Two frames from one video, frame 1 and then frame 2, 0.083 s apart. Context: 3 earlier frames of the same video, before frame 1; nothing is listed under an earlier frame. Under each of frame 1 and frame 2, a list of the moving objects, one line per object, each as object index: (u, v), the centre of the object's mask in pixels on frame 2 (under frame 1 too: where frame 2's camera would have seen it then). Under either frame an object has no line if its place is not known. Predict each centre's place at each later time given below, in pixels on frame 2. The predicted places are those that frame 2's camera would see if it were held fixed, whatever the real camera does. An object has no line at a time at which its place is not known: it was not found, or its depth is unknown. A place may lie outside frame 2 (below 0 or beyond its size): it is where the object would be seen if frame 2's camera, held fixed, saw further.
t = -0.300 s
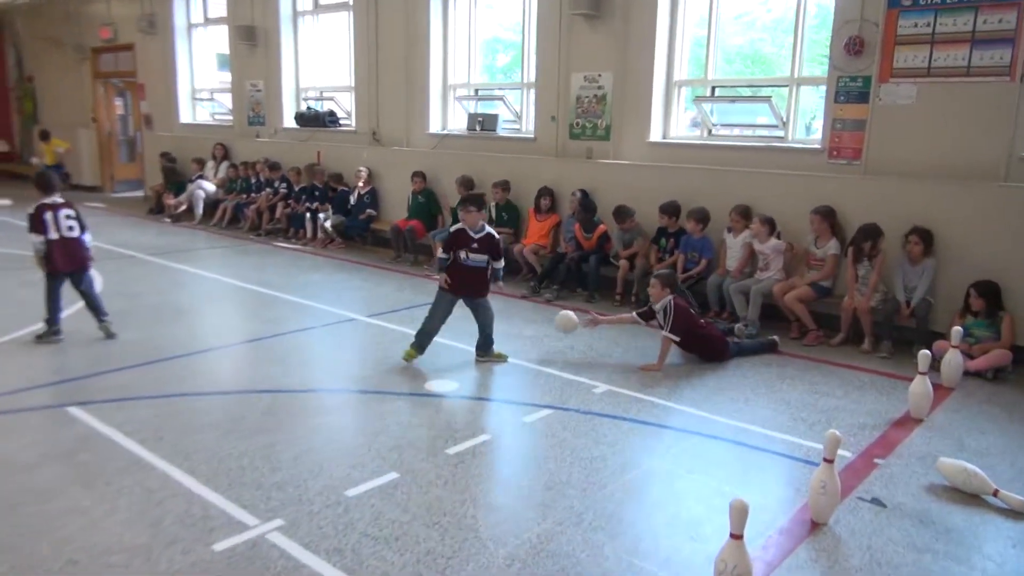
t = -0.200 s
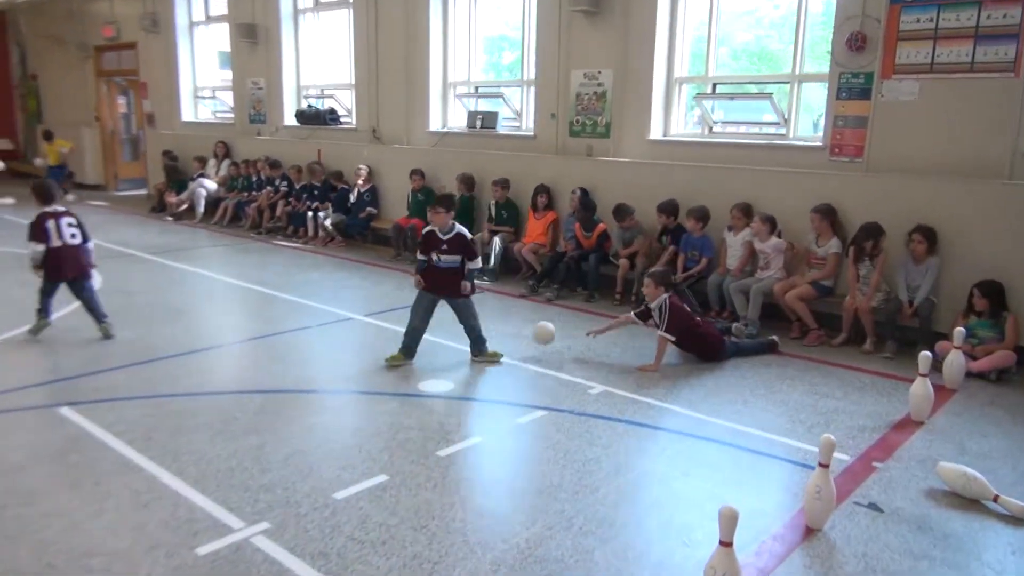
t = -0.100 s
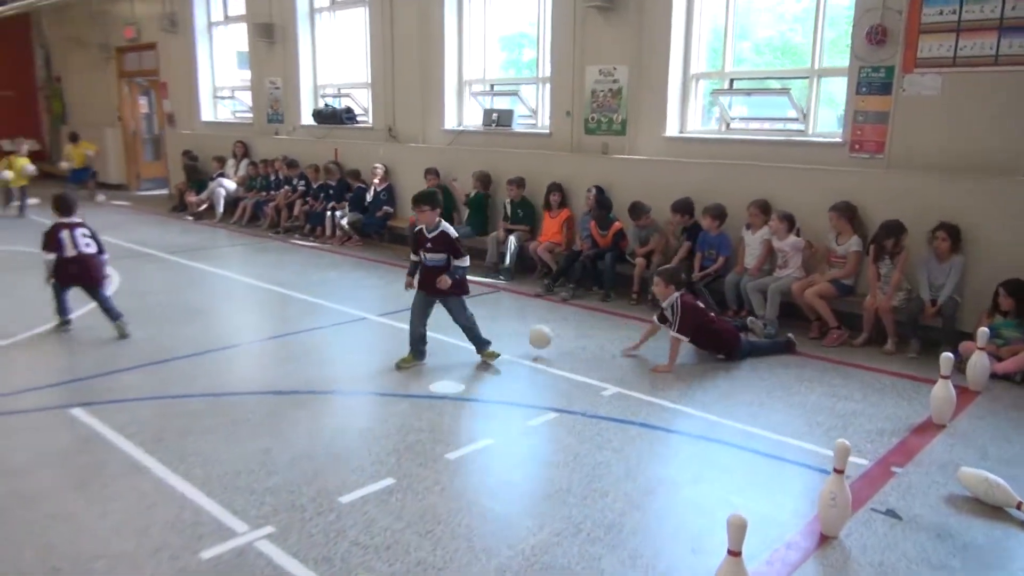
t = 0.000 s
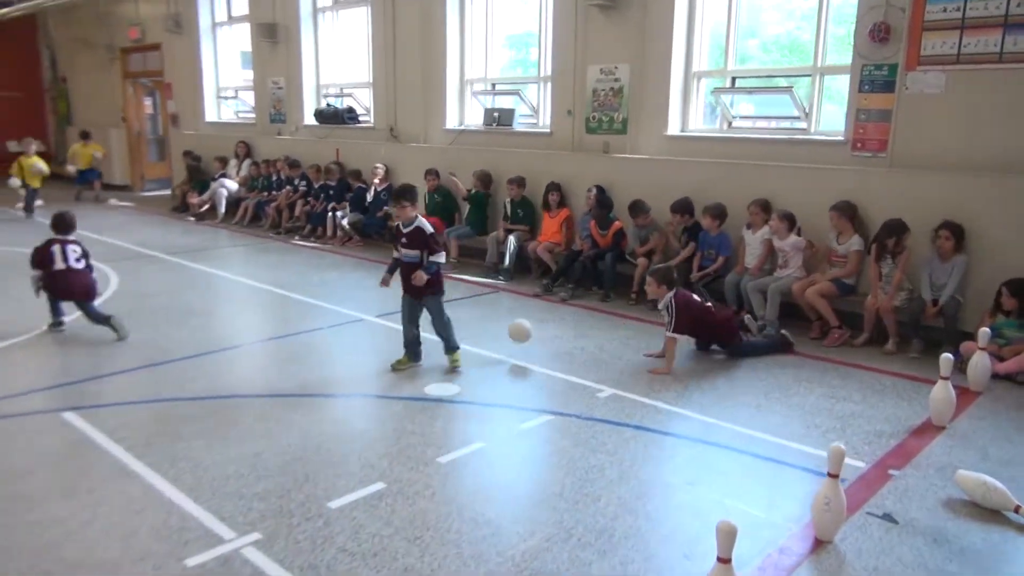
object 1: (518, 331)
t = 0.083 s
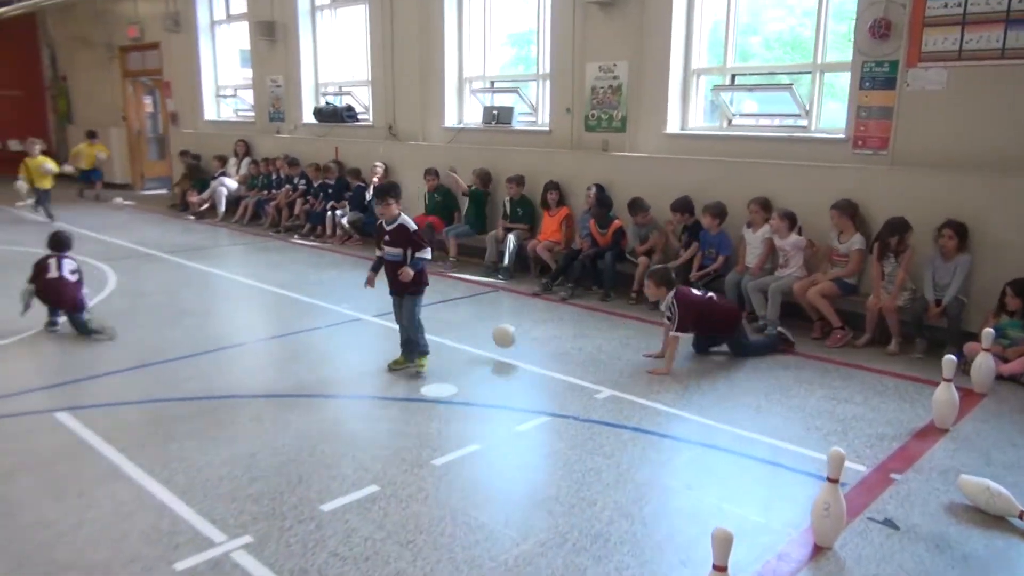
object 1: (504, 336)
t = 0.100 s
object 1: (501, 338)
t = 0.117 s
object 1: (498, 340)
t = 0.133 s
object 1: (496, 344)
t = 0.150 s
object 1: (493, 346)
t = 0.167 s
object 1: (491, 345)
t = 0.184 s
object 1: (488, 342)
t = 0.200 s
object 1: (484, 340)
